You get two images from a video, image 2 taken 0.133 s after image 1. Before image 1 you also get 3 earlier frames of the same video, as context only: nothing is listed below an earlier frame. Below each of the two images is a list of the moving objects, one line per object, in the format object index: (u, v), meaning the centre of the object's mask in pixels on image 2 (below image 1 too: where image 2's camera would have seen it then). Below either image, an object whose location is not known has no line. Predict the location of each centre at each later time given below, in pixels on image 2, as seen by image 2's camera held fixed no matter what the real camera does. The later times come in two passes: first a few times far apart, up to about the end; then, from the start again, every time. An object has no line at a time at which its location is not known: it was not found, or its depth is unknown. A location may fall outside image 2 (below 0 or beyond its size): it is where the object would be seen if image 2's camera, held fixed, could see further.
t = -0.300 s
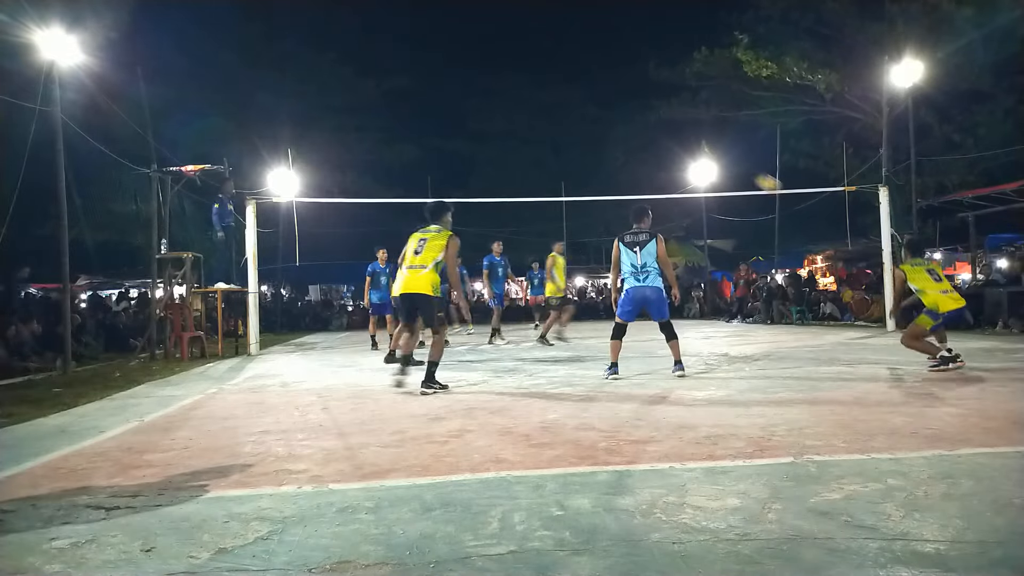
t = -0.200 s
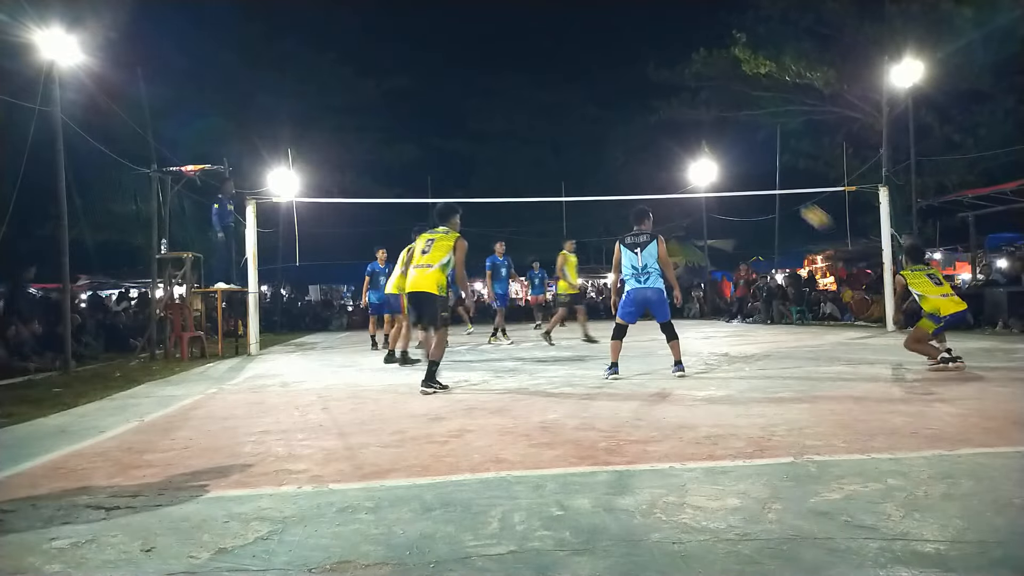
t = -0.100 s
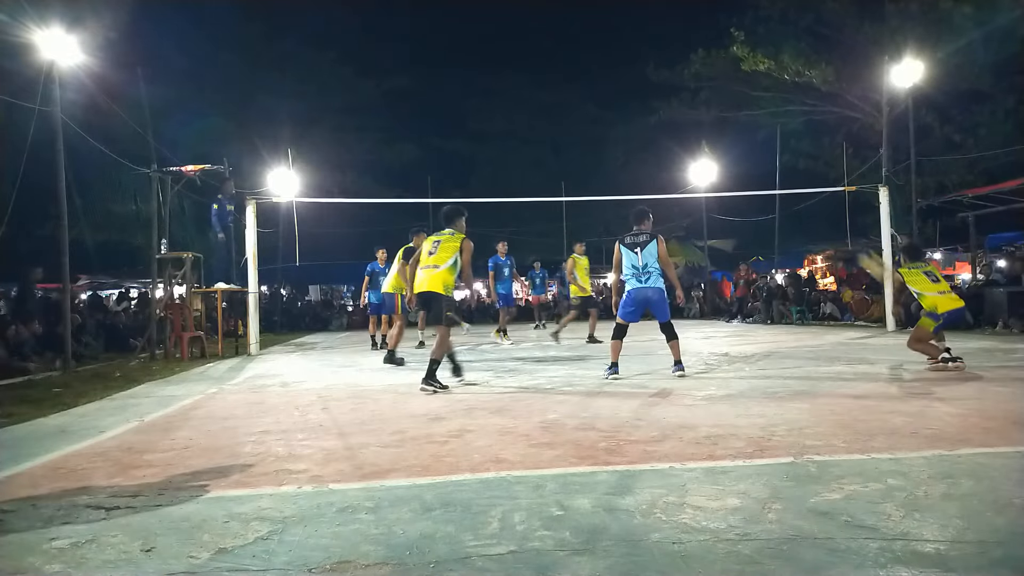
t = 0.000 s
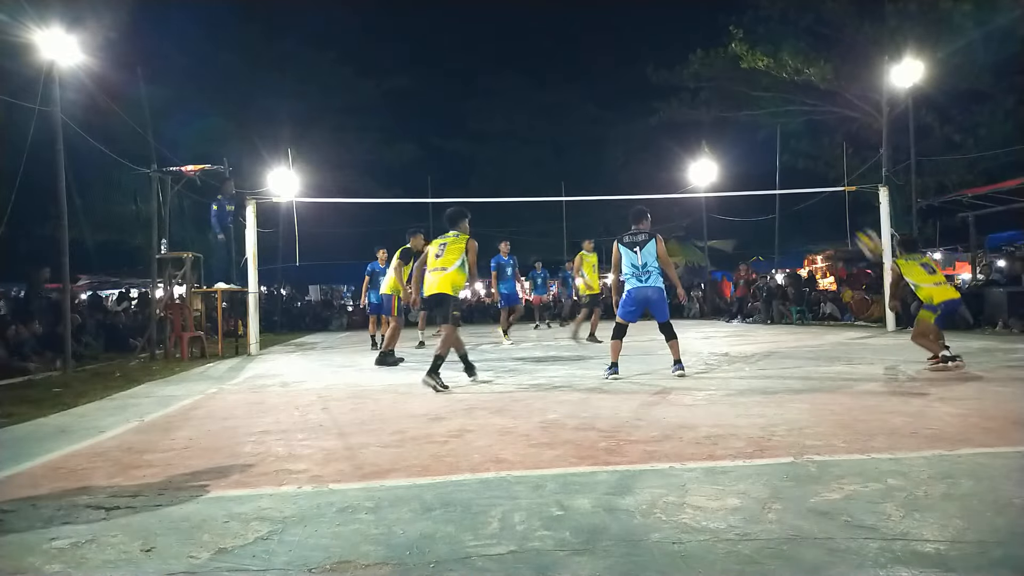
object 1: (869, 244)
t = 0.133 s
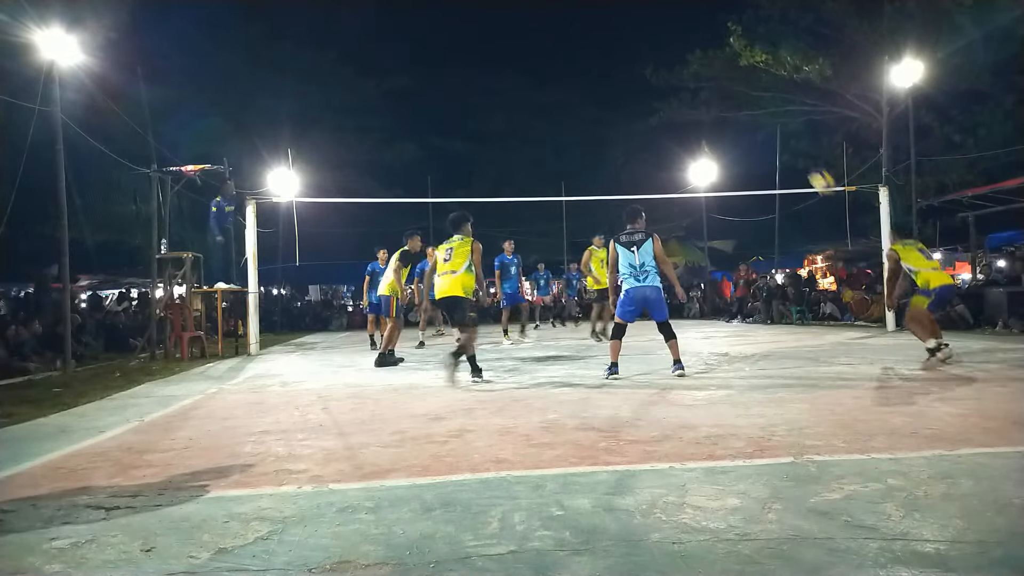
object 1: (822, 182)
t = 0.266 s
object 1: (781, 140)
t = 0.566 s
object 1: (704, 101)
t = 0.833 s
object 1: (650, 122)
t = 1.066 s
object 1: (610, 175)
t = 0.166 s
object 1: (812, 170)
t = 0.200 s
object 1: (801, 158)
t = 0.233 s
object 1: (791, 148)
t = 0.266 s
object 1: (781, 140)
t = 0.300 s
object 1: (771, 132)
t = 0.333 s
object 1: (763, 125)
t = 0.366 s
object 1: (753, 118)
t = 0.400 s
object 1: (744, 114)
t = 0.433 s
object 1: (735, 109)
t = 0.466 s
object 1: (727, 106)
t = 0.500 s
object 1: (719, 104)
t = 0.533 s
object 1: (711, 102)
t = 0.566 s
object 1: (704, 101)
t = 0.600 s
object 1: (697, 101)
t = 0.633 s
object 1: (689, 102)
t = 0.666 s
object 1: (683, 103)
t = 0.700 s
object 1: (676, 106)
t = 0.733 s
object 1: (669, 109)
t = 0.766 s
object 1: (662, 113)
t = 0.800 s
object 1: (656, 117)
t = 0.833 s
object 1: (650, 122)
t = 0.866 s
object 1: (644, 127)
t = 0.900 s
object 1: (638, 134)
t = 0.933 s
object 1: (632, 141)
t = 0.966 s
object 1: (626, 149)
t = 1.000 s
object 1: (620, 157)
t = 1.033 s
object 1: (615, 165)
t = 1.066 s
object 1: (610, 175)
